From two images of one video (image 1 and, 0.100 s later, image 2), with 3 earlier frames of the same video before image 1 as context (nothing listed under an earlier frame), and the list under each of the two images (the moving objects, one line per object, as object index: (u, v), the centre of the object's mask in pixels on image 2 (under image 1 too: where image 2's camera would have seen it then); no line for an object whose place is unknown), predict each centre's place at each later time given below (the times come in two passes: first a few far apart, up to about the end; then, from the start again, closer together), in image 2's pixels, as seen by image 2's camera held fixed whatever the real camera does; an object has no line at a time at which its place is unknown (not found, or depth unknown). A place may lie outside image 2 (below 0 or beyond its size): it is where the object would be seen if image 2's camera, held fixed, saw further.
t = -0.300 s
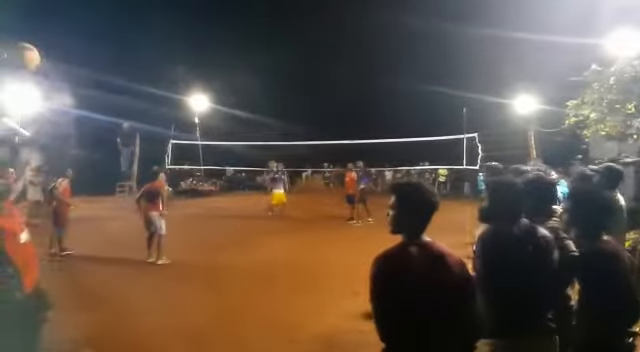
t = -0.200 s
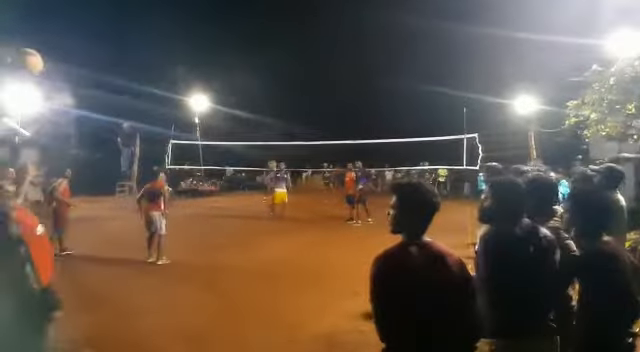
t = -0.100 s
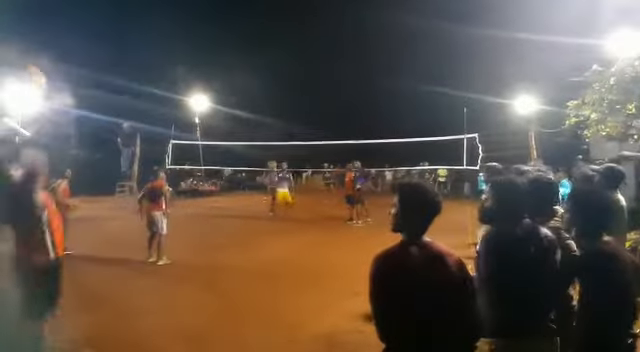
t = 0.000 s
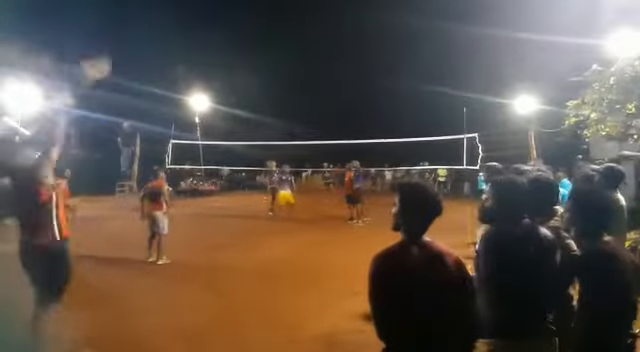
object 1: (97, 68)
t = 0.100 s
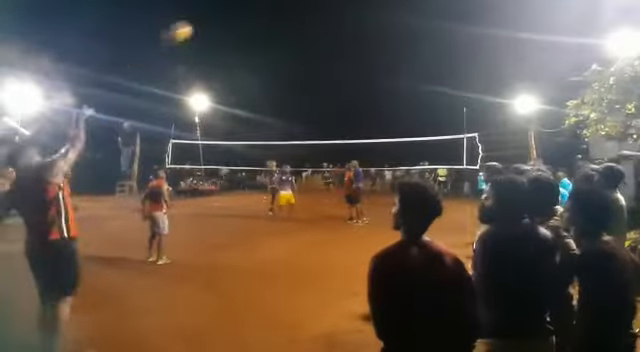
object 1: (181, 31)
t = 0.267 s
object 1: (261, 9)
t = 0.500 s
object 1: (319, 15)
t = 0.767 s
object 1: (359, 40)
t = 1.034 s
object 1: (386, 72)
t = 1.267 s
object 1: (406, 105)
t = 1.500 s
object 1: (423, 141)
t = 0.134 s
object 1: (202, 23)
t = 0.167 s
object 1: (219, 18)
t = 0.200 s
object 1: (234, 14)
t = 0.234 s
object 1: (248, 11)
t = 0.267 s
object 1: (261, 9)
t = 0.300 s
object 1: (271, 8)
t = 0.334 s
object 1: (281, 9)
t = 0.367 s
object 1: (291, 9)
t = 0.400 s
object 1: (299, 10)
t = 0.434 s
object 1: (307, 11)
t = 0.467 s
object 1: (313, 14)
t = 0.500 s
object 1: (319, 15)
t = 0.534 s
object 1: (326, 18)
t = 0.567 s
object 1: (331, 20)
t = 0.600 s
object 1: (336, 23)
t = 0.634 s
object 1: (342, 26)
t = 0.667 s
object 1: (346, 29)
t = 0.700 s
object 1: (351, 33)
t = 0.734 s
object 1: (355, 37)
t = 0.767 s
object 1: (359, 40)
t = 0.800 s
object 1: (363, 44)
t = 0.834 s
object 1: (367, 47)
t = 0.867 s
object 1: (370, 51)
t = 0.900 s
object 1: (374, 55)
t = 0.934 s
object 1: (377, 59)
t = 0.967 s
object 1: (380, 63)
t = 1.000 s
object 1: (383, 68)
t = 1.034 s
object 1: (386, 72)
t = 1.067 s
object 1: (389, 76)
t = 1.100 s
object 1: (392, 81)
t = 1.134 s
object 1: (395, 86)
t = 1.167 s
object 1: (398, 90)
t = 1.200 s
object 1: (401, 95)
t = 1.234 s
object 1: (402, 100)
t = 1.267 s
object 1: (406, 105)
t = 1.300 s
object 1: (408, 110)
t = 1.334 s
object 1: (411, 115)
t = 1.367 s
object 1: (413, 120)
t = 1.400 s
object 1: (416, 125)
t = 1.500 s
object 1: (423, 141)
